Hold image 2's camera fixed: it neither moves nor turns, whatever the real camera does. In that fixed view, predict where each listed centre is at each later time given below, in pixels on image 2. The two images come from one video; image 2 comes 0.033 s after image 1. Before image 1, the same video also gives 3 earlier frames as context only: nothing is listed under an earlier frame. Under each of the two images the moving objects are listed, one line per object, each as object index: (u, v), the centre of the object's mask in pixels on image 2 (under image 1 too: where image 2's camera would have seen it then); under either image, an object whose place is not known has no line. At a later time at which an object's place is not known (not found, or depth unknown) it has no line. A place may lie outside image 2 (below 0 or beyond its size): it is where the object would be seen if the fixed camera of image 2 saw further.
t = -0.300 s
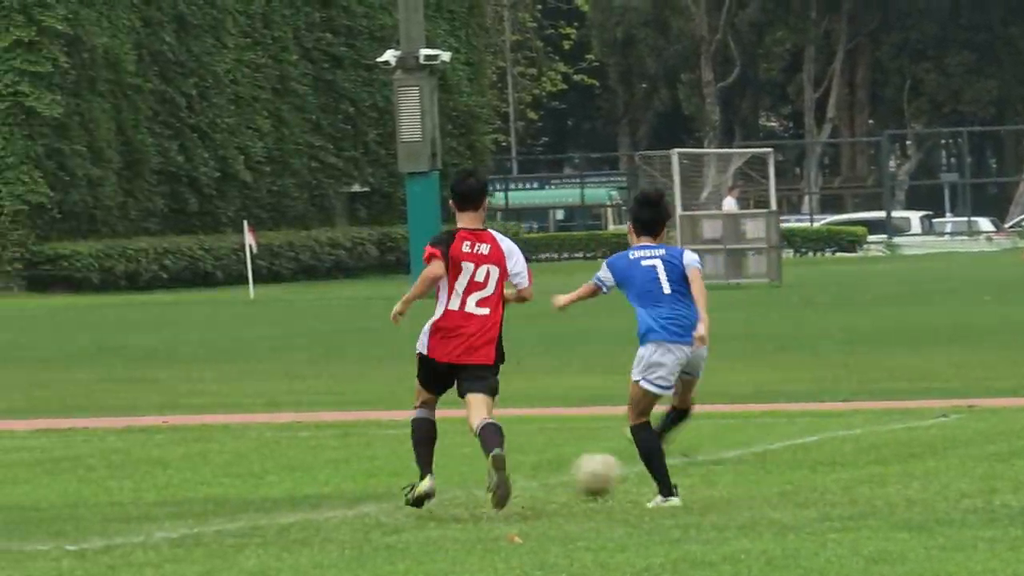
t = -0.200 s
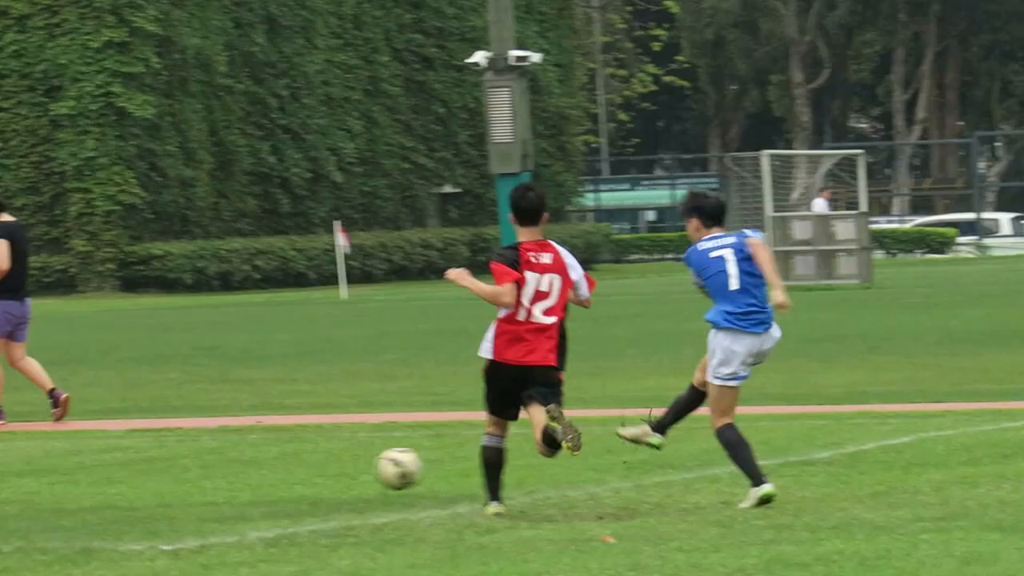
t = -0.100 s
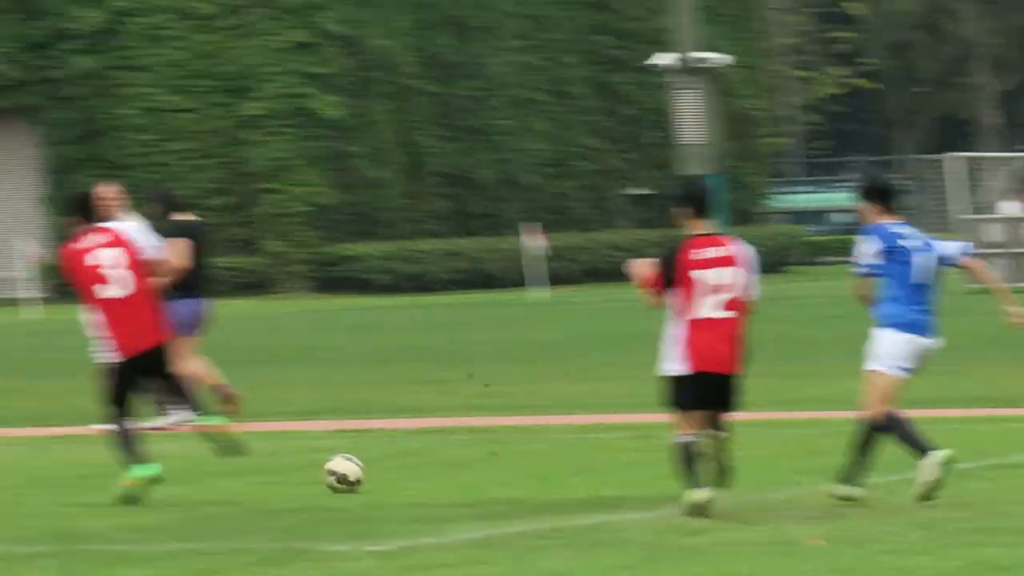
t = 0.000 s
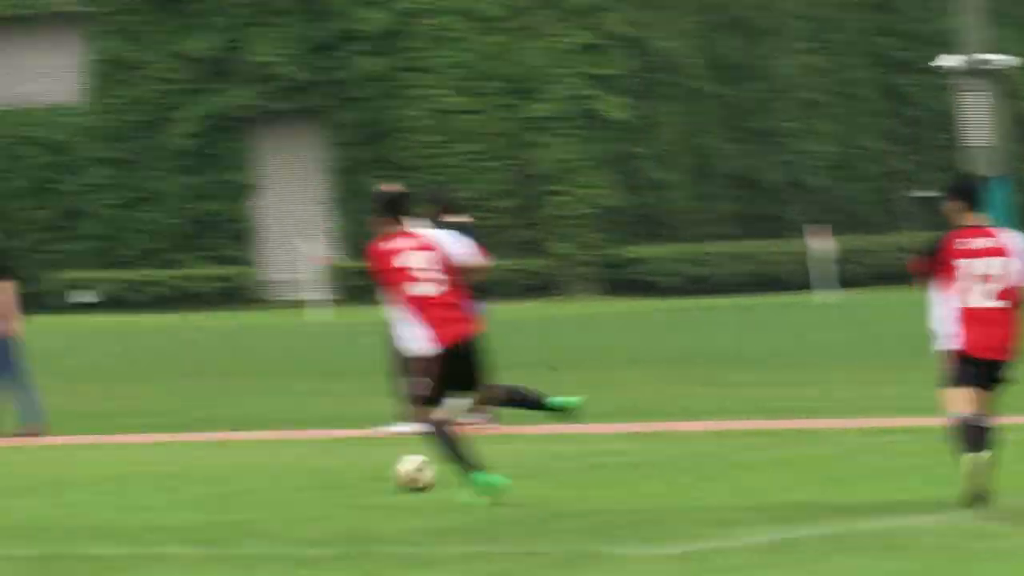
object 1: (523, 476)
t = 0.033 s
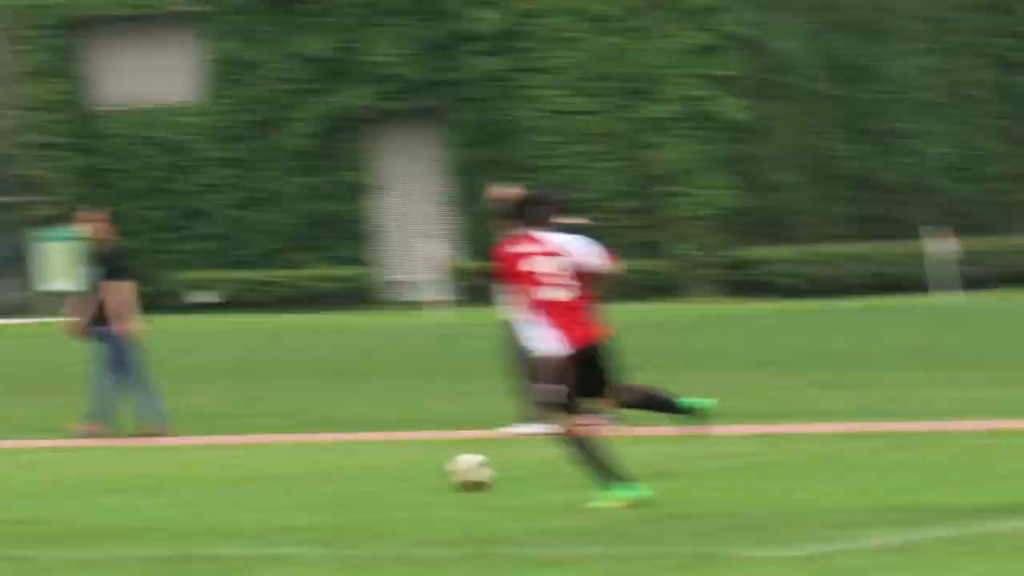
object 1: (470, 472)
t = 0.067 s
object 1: (416, 470)
